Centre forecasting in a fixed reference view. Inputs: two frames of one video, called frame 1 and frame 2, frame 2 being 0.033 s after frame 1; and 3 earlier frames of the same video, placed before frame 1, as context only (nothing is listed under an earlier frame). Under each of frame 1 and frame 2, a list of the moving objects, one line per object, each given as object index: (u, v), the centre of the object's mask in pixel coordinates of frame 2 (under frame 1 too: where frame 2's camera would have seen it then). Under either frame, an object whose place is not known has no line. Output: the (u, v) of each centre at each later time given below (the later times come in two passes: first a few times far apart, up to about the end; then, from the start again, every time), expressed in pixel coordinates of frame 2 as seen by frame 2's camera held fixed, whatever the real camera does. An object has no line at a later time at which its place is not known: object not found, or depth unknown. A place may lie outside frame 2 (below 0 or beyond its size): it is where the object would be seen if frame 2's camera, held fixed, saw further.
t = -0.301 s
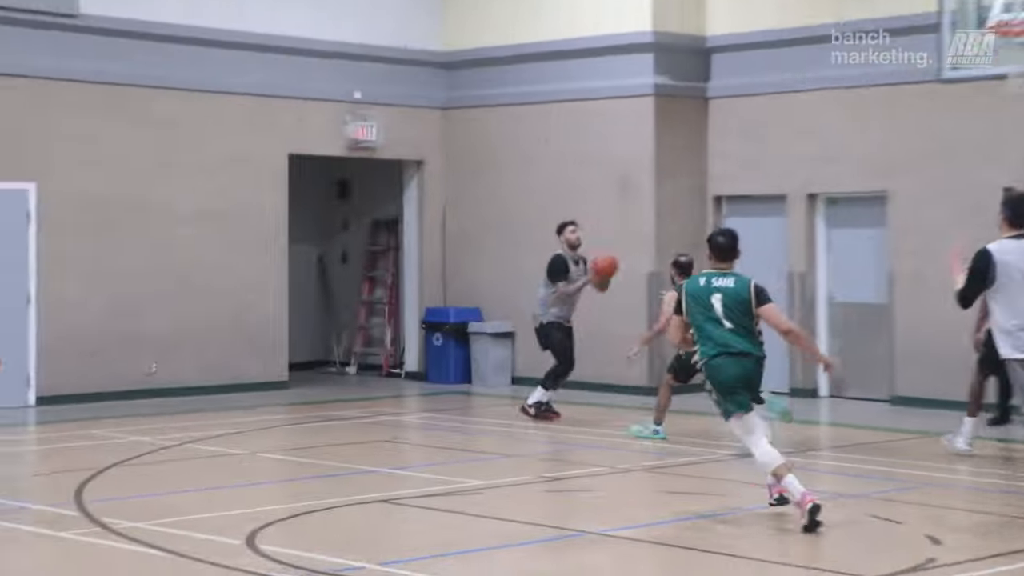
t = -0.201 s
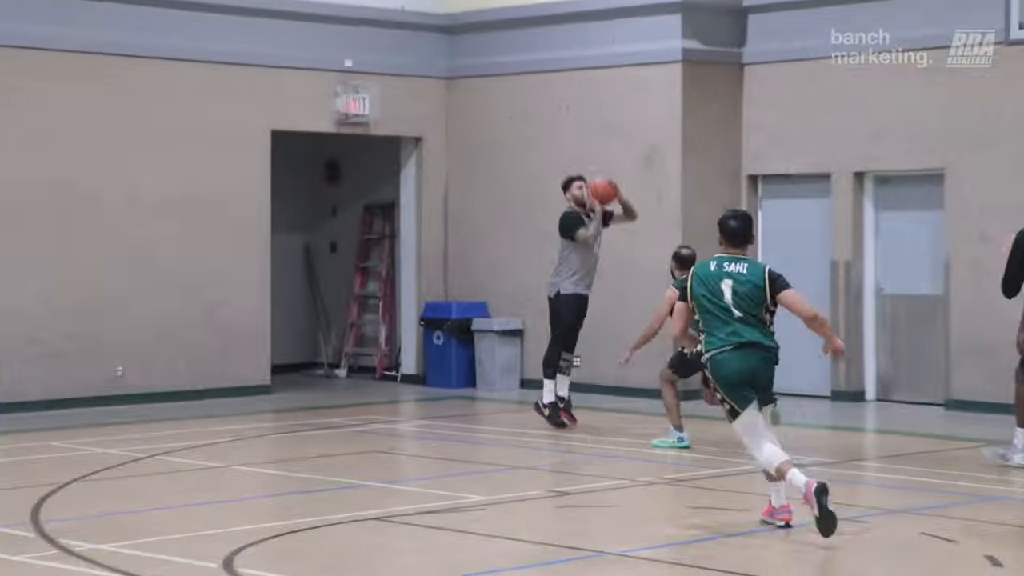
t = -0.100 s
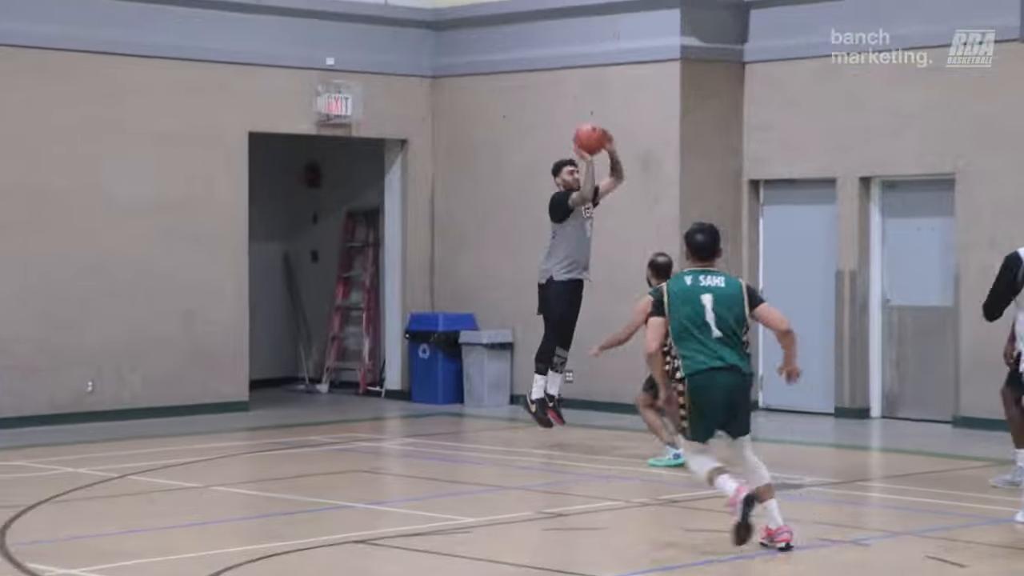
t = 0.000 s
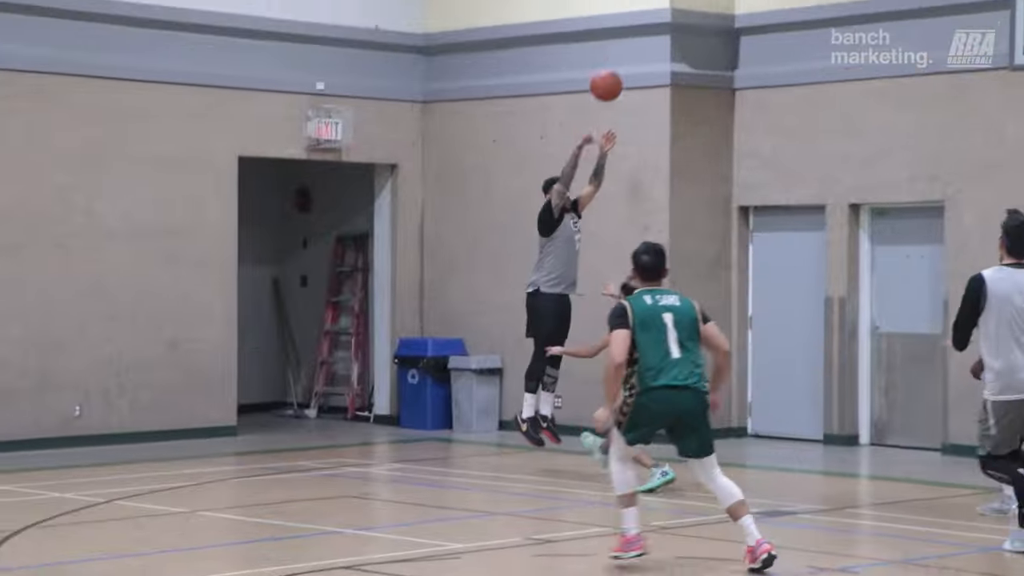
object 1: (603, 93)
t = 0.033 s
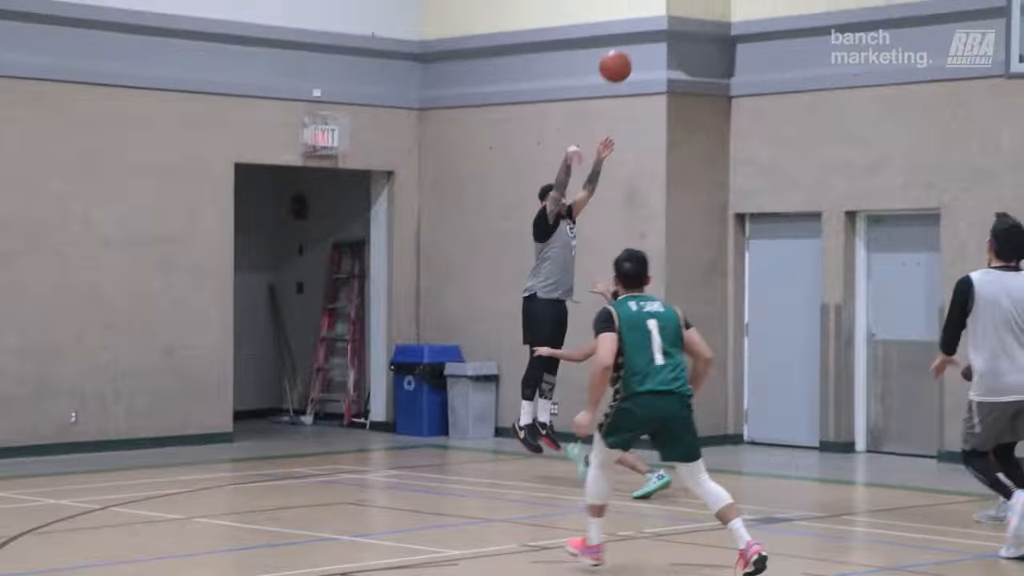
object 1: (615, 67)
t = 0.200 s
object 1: (686, -45)
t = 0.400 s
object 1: (775, -148)
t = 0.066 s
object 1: (628, 41)
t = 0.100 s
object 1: (642, 16)
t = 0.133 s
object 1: (656, -7)
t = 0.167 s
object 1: (671, -26)
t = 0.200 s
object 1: (686, -45)
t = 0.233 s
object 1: (702, -67)
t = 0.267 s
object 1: (715, -88)
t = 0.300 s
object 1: (728, -107)
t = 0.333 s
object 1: (744, -123)
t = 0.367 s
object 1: (759, -136)
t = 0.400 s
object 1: (775, -148)
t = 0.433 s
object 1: (789, -158)
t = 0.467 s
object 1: (807, -167)
